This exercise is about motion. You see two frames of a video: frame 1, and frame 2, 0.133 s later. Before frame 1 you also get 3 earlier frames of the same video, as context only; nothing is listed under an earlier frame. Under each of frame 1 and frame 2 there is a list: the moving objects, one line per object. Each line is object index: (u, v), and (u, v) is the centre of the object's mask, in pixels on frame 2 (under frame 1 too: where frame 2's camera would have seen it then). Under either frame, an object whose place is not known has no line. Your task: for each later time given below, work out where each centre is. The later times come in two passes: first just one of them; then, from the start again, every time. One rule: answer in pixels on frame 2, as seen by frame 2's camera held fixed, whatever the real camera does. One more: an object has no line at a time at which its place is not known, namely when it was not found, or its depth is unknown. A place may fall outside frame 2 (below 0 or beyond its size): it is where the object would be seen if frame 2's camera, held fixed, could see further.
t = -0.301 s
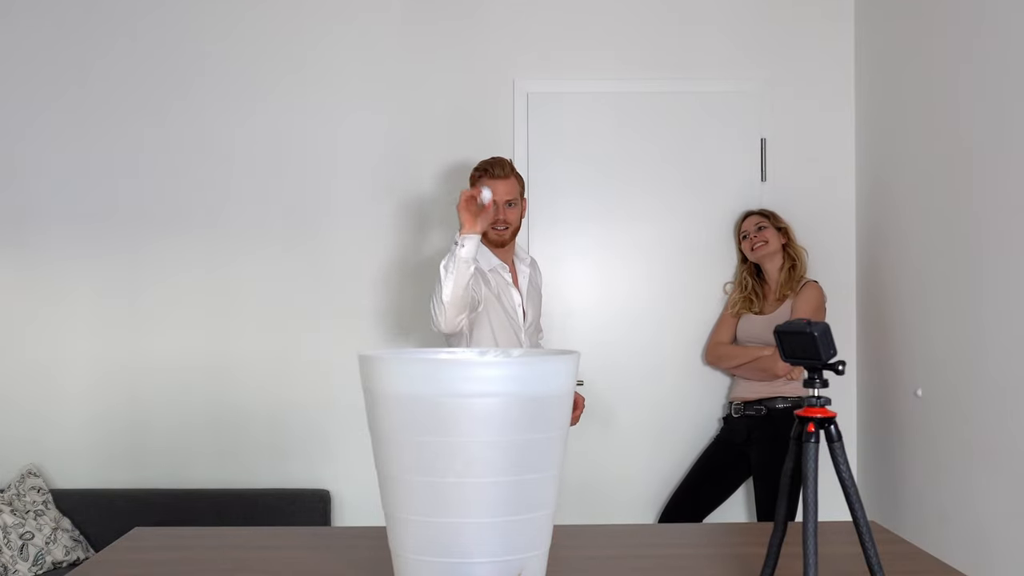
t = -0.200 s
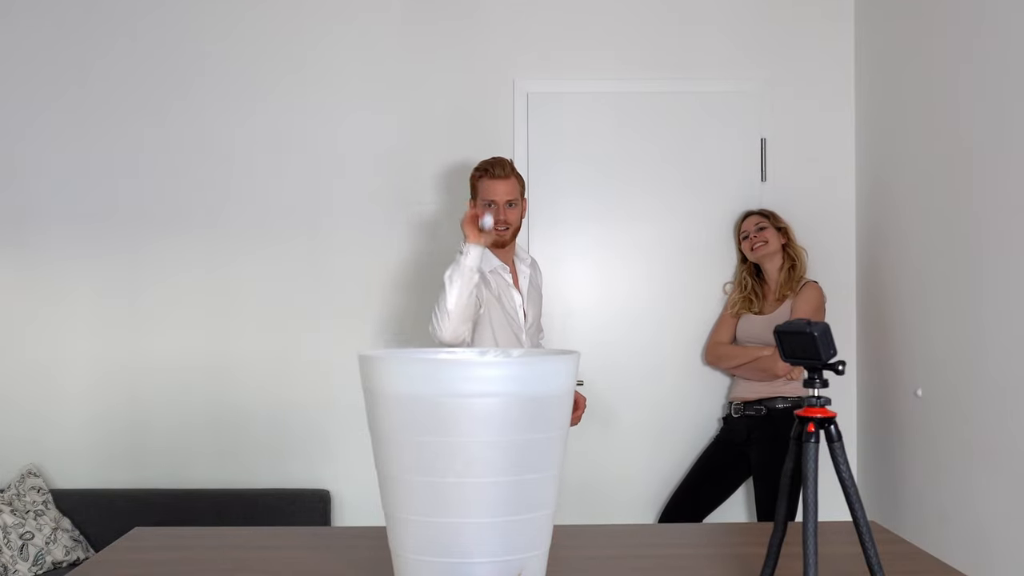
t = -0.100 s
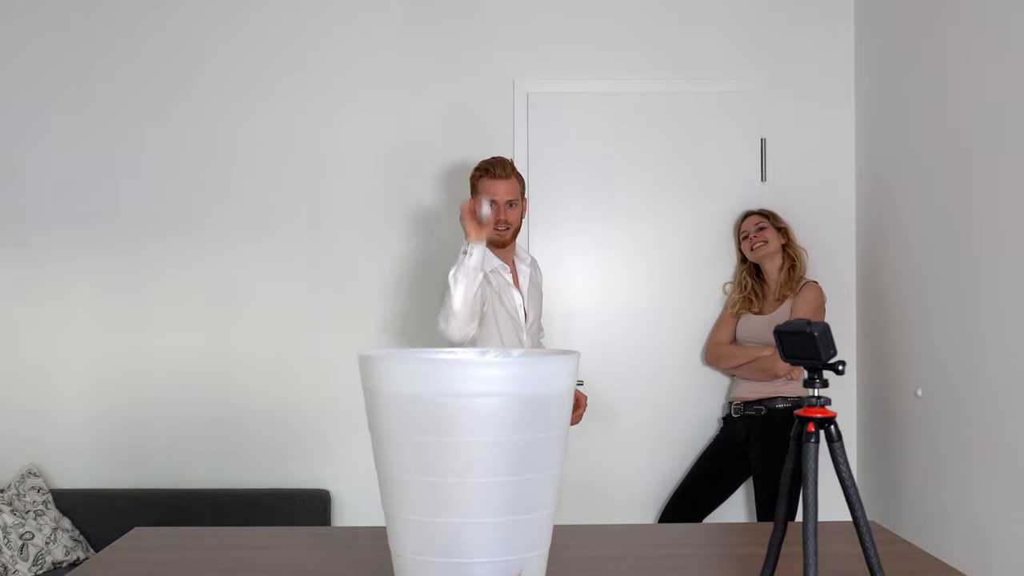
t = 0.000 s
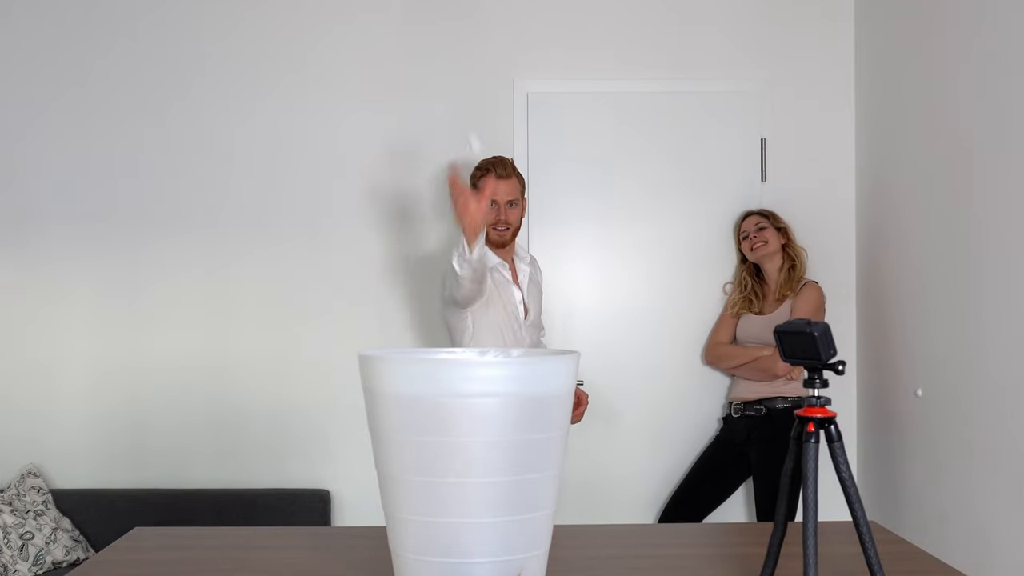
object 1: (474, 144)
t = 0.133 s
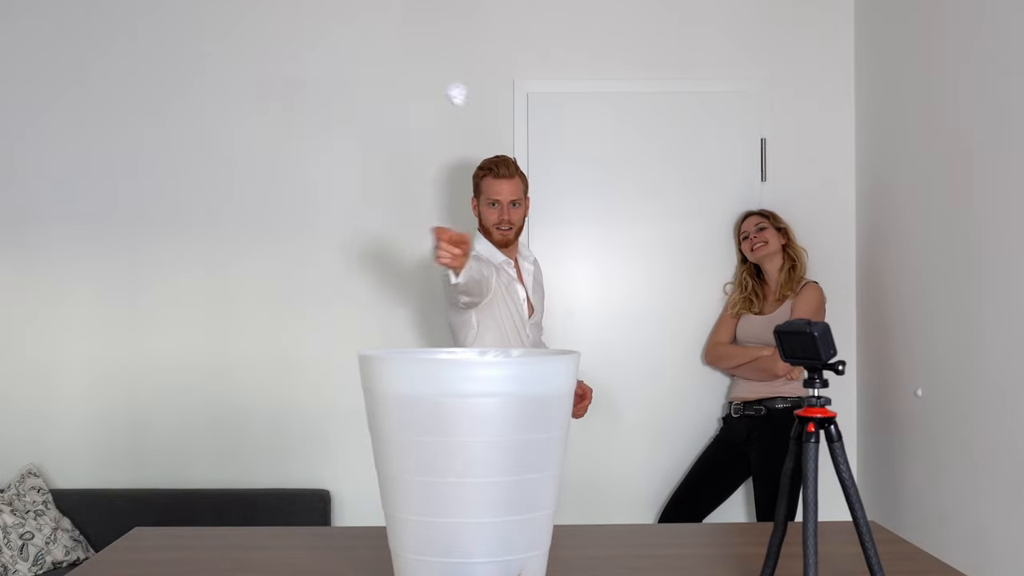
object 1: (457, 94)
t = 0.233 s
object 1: (437, 101)
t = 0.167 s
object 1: (451, 91)
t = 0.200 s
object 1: (444, 92)
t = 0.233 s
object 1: (437, 101)
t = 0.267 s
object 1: (427, 120)
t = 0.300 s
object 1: (417, 148)
